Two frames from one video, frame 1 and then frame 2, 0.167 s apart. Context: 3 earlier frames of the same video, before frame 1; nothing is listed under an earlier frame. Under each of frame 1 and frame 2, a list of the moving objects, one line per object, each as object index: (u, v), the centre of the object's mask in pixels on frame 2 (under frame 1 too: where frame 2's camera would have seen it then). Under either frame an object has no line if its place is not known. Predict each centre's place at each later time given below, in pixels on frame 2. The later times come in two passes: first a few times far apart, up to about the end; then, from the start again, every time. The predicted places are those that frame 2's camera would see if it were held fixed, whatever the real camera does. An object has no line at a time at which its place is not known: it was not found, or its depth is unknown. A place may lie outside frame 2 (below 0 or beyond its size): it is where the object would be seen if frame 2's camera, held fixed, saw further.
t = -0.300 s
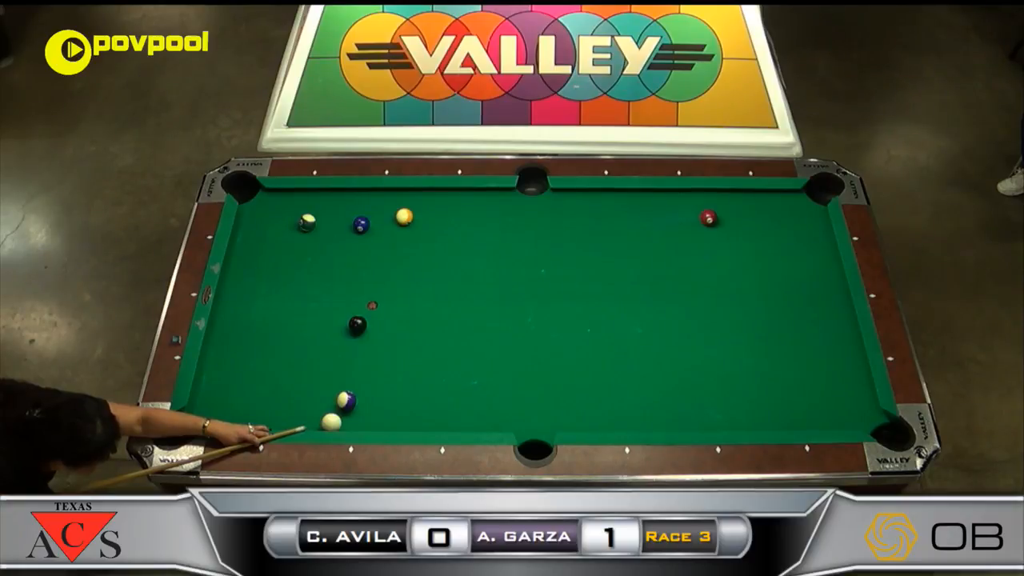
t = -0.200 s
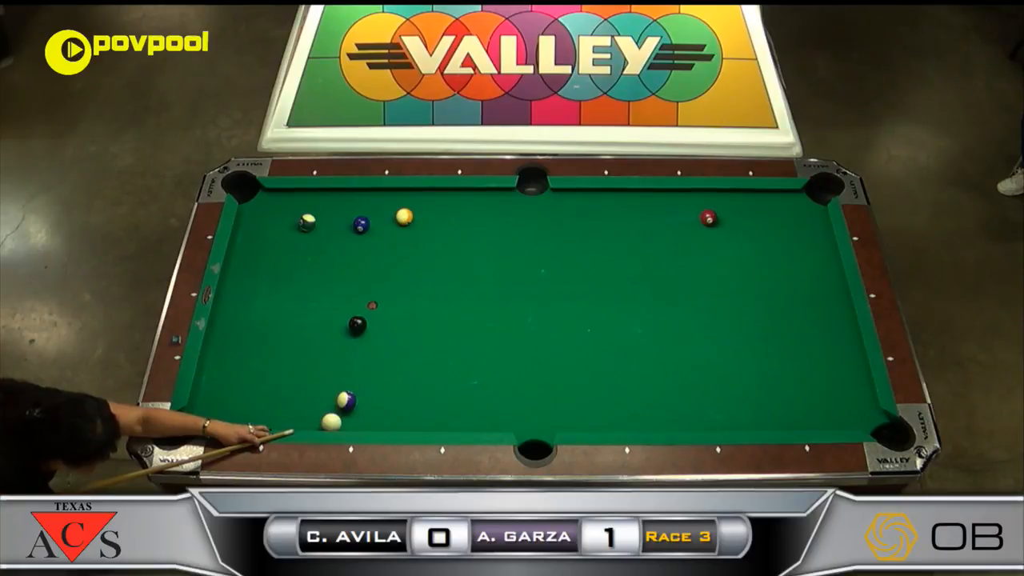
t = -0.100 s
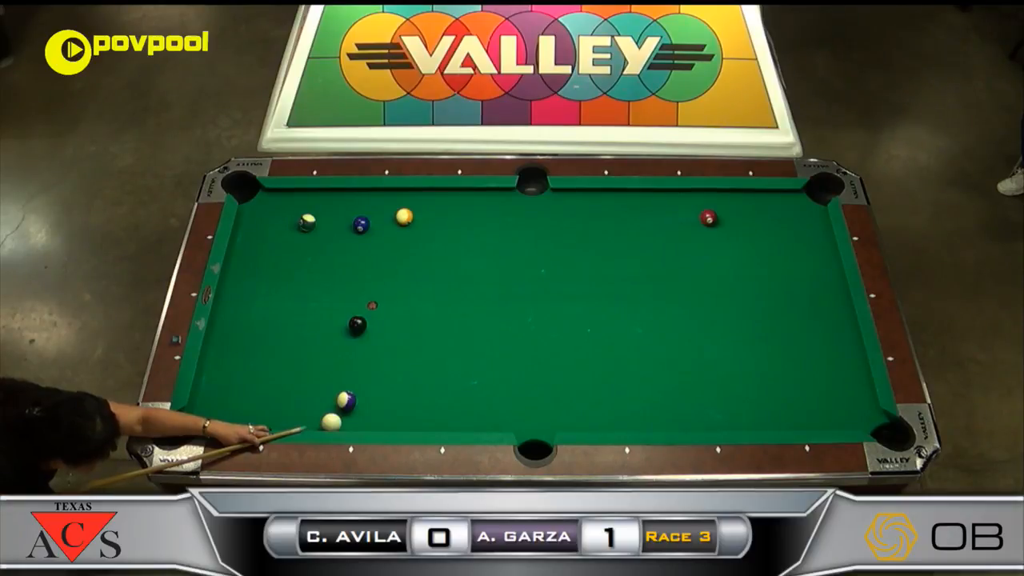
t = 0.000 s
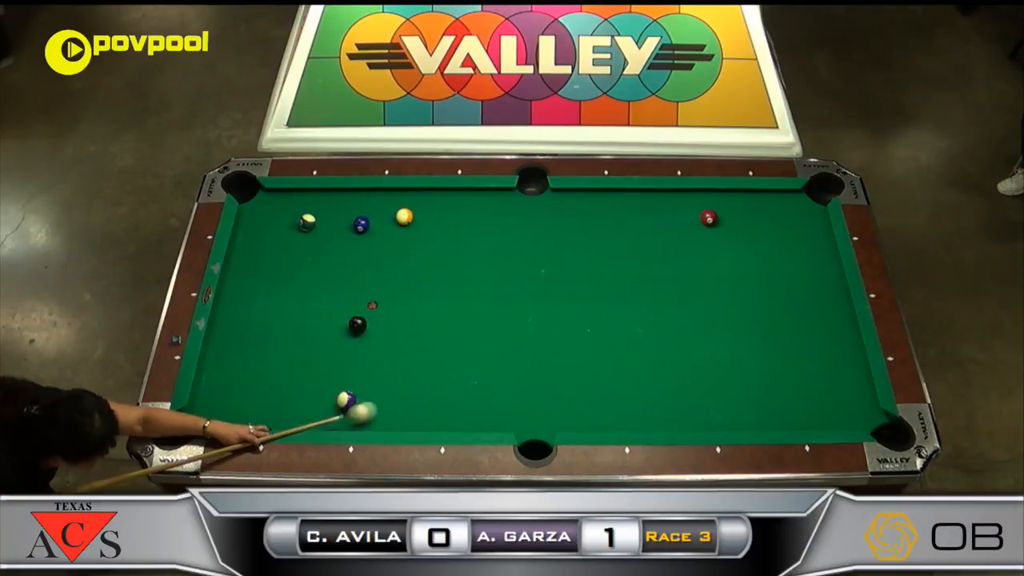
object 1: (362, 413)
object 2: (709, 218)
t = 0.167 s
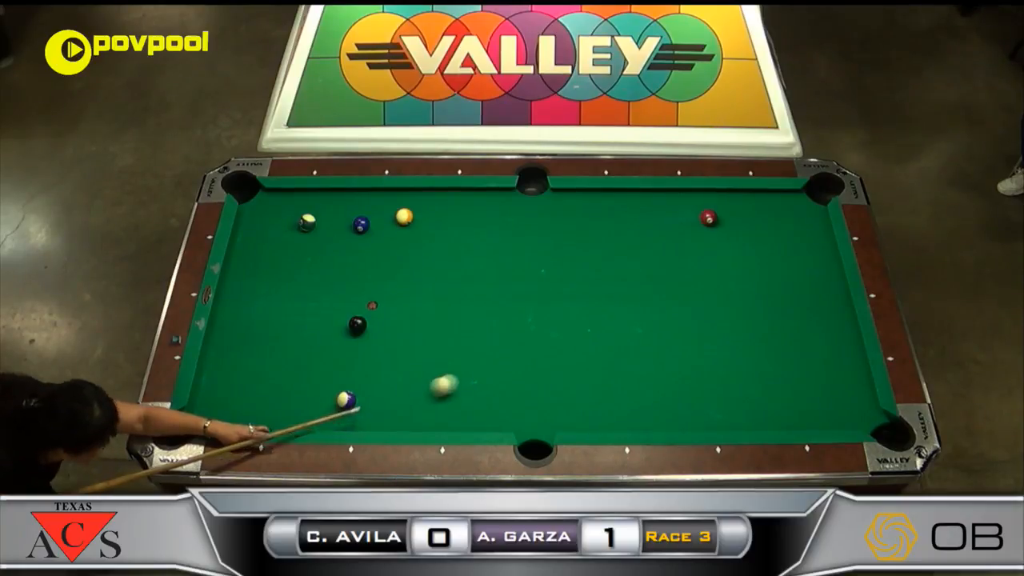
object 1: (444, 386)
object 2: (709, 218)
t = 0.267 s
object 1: (491, 370)
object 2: (709, 218)
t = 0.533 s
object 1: (610, 329)
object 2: (709, 218)
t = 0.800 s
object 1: (719, 292)
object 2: (709, 218)
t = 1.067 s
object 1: (817, 258)
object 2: (709, 218)
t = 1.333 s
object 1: (783, 238)
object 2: (708, 218)
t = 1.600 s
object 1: (732, 222)
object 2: (708, 218)
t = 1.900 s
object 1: (715, 214)
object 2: (674, 210)
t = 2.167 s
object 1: (704, 209)
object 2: (644, 203)
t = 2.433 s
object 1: (695, 204)
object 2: (616, 198)
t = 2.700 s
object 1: (688, 200)
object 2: (592, 196)
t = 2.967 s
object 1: (682, 197)
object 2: (572, 198)
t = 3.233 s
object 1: (677, 195)
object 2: (553, 201)
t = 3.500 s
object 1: (676, 195)
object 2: (537, 203)
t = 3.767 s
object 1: (676, 195)
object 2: (521, 204)
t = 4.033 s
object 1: (676, 195)
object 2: (508, 205)
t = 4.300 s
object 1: (677, 195)
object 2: (496, 207)
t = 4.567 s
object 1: (677, 195)
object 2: (486, 208)
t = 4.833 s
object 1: (677, 195)
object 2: (478, 209)
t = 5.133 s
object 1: (676, 195)
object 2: (471, 210)
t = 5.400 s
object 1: (676, 195)
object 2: (467, 212)
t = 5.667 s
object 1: (676, 195)
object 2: (466, 212)
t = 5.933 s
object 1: (676, 195)
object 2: (466, 212)
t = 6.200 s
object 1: (676, 195)
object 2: (466, 212)
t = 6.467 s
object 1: (676, 195)
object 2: (466, 212)
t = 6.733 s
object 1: (676, 195)
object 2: (466, 212)
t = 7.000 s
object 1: (676, 195)
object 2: (466, 212)
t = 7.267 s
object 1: (677, 195)
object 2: (466, 212)
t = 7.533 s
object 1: (677, 195)
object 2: (466, 212)
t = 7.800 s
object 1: (676, 195)
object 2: (466, 212)
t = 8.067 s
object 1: (676, 195)
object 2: (466, 212)
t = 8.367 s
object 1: (676, 195)
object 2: (466, 212)
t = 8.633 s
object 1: (676, 195)
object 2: (466, 212)
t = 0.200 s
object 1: (460, 381)
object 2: (709, 218)
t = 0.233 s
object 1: (475, 376)
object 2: (709, 218)
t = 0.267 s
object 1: (491, 370)
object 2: (709, 218)
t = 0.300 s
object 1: (507, 365)
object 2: (709, 218)
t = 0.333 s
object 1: (522, 360)
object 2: (709, 218)
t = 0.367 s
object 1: (537, 355)
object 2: (709, 218)
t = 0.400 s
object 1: (552, 349)
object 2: (709, 218)
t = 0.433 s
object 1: (567, 344)
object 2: (709, 218)
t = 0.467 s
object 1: (581, 339)
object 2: (709, 218)
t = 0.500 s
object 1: (596, 334)
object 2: (709, 218)
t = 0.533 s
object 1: (610, 329)
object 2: (709, 218)
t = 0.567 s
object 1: (625, 325)
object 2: (709, 218)
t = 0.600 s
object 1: (638, 320)
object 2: (709, 218)
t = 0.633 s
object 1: (652, 315)
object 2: (709, 218)
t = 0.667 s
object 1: (666, 310)
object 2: (709, 218)
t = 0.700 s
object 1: (679, 306)
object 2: (709, 218)
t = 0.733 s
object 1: (693, 301)
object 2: (709, 218)
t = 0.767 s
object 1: (706, 296)
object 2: (709, 218)
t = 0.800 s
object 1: (719, 292)
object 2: (709, 218)
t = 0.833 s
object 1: (732, 287)
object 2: (709, 218)
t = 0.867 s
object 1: (745, 283)
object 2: (708, 218)
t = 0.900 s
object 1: (757, 279)
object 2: (709, 218)
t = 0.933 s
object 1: (769, 274)
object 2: (709, 218)
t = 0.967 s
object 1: (781, 270)
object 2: (709, 218)
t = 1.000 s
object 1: (793, 266)
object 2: (709, 218)
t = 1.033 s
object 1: (805, 262)
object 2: (709, 218)
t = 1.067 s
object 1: (817, 258)
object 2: (709, 218)
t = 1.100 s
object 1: (828, 254)
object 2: (708, 218)
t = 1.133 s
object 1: (826, 251)
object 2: (708, 218)
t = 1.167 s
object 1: (818, 249)
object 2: (708, 218)
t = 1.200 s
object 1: (810, 247)
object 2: (709, 218)
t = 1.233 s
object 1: (804, 244)
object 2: (709, 218)
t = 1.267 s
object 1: (797, 242)
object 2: (708, 218)
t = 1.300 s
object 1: (790, 240)
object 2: (708, 218)
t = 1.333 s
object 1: (783, 238)
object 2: (708, 218)
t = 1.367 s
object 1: (777, 236)
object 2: (708, 218)
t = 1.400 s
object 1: (770, 234)
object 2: (709, 218)
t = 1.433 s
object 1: (764, 232)
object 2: (708, 218)
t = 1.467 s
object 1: (757, 230)
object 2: (708, 218)
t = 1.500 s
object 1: (751, 228)
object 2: (709, 218)
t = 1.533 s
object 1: (744, 226)
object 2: (708, 218)
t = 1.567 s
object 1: (738, 224)
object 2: (708, 218)
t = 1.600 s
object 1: (732, 222)
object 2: (708, 218)
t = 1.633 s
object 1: (726, 221)
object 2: (707, 218)
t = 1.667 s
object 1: (725, 220)
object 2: (703, 217)
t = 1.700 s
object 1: (723, 219)
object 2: (697, 215)
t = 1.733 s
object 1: (722, 218)
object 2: (693, 215)
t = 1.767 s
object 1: (720, 217)
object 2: (689, 213)
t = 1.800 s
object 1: (719, 216)
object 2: (685, 213)
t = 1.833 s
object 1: (718, 215)
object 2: (681, 212)
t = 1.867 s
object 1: (716, 215)
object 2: (678, 211)
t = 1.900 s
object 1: (715, 214)
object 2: (674, 210)
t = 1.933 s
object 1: (713, 213)
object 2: (670, 210)
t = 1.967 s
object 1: (712, 213)
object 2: (666, 209)
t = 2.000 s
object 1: (711, 212)
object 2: (663, 208)
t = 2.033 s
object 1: (709, 211)
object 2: (659, 207)
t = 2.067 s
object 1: (708, 211)
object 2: (655, 206)
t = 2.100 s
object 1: (707, 210)
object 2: (651, 205)
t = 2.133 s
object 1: (706, 209)
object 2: (647, 205)
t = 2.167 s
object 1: (704, 209)
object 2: (644, 203)
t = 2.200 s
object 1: (703, 208)
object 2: (641, 203)
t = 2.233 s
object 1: (702, 207)
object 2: (637, 202)
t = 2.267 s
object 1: (701, 207)
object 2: (633, 201)
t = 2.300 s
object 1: (700, 206)
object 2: (629, 201)
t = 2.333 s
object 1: (699, 206)
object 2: (626, 200)
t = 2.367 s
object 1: (697, 205)
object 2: (623, 199)
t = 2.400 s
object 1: (696, 204)
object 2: (619, 198)
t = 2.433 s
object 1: (695, 204)
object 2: (616, 198)
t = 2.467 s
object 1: (694, 203)
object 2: (613, 197)
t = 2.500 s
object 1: (693, 203)
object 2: (609, 196)
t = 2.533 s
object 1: (692, 202)
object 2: (606, 196)
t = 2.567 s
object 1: (691, 202)
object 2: (603, 196)
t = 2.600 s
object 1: (690, 201)
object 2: (600, 196)
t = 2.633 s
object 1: (689, 201)
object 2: (597, 196)
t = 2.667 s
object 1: (688, 200)
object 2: (595, 196)
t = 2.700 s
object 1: (688, 200)
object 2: (592, 196)
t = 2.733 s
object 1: (687, 200)
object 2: (590, 197)
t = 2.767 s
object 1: (686, 199)
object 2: (587, 197)
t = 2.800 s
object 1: (685, 199)
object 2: (584, 197)
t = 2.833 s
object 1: (684, 198)
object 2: (582, 197)
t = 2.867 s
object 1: (684, 198)
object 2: (580, 197)
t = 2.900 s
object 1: (683, 197)
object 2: (577, 198)
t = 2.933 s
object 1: (682, 197)
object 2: (575, 198)
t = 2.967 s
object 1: (682, 197)
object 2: (572, 198)
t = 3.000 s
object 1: (681, 196)
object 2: (570, 199)
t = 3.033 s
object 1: (681, 196)
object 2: (567, 199)
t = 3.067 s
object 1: (680, 196)
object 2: (565, 199)
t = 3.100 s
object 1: (679, 195)
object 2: (563, 200)
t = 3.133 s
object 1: (679, 195)
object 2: (560, 200)
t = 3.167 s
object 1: (678, 195)
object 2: (558, 200)
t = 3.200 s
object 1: (678, 195)
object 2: (556, 200)
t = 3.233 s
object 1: (677, 195)
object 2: (553, 201)
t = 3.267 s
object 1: (677, 195)
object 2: (551, 201)
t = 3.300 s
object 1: (677, 195)
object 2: (549, 201)
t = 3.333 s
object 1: (677, 195)
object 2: (547, 201)
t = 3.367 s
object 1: (676, 195)
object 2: (545, 202)
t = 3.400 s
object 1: (676, 195)
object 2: (543, 202)
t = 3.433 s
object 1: (676, 195)
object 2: (541, 202)
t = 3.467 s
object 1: (676, 195)
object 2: (539, 202)
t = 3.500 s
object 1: (676, 195)
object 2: (537, 203)
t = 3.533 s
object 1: (676, 195)
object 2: (535, 203)
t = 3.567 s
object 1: (676, 195)
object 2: (533, 203)
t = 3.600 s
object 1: (676, 195)
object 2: (531, 203)
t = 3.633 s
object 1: (676, 195)
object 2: (529, 203)
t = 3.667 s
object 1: (676, 195)
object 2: (527, 203)
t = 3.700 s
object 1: (676, 195)
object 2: (525, 203)
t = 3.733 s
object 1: (676, 195)
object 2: (523, 204)
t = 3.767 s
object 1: (676, 195)
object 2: (521, 204)
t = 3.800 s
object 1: (676, 195)
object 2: (520, 204)
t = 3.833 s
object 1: (676, 195)
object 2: (518, 205)
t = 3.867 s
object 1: (676, 195)
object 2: (516, 205)
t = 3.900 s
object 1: (676, 195)
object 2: (514, 205)
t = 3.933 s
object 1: (676, 195)
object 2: (513, 205)
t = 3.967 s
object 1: (676, 195)
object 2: (511, 205)
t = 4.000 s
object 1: (676, 195)
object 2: (509, 205)
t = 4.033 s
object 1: (676, 195)
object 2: (508, 205)
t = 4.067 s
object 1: (676, 195)
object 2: (507, 206)
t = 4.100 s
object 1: (676, 195)
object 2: (505, 206)
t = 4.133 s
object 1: (676, 195)
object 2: (503, 206)
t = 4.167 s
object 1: (676, 195)
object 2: (502, 206)
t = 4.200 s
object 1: (676, 195)
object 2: (500, 206)
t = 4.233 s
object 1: (676, 195)
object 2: (499, 207)
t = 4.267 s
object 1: (676, 195)
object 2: (498, 207)
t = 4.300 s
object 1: (677, 195)
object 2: (496, 207)
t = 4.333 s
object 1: (677, 195)
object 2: (495, 207)
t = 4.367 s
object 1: (677, 195)
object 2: (494, 207)
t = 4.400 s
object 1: (677, 195)
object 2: (492, 207)
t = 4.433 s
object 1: (677, 195)
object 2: (491, 208)
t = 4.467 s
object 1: (677, 195)
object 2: (490, 208)
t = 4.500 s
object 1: (677, 195)
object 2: (488, 208)
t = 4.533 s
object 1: (677, 195)
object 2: (487, 208)
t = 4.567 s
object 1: (677, 195)
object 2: (486, 208)
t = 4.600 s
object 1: (677, 195)
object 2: (485, 208)
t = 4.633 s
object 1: (677, 195)
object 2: (484, 208)
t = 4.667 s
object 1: (677, 195)
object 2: (483, 209)
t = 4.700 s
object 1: (677, 195)
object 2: (482, 209)
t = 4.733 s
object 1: (677, 195)
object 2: (481, 209)
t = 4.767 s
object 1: (677, 195)
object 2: (480, 209)
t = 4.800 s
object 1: (677, 195)
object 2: (479, 209)
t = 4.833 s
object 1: (677, 195)
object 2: (478, 209)
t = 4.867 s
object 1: (677, 195)
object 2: (477, 210)
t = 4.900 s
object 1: (677, 195)
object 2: (476, 209)
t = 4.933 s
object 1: (677, 195)
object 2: (475, 210)
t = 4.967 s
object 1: (677, 195)
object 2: (475, 210)
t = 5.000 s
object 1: (677, 195)
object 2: (474, 210)
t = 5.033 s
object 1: (677, 195)
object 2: (474, 210)
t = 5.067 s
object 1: (676, 195)
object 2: (473, 210)
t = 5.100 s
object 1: (676, 195)
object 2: (472, 210)
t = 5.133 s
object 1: (676, 195)
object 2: (471, 210)
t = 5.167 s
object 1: (676, 195)
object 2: (471, 211)
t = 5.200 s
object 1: (676, 195)
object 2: (470, 211)
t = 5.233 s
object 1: (676, 195)
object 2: (470, 211)
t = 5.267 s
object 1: (676, 195)
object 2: (469, 211)
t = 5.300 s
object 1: (676, 195)
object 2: (469, 211)
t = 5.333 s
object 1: (676, 195)
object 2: (468, 211)
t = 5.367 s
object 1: (676, 195)
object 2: (468, 212)
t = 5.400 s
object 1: (676, 195)
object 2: (467, 212)
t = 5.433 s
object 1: (676, 195)
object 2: (467, 212)
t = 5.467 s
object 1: (676, 195)
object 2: (467, 212)
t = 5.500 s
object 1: (676, 195)
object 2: (466, 212)
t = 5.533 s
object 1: (676, 195)
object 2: (466, 212)
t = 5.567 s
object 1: (676, 195)
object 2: (466, 212)
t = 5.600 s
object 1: (676, 195)
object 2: (466, 212)
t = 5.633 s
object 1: (676, 195)
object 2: (466, 212)
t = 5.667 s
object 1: (676, 195)
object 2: (466, 212)
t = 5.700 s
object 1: (676, 195)
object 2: (466, 212)
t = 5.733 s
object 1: (676, 195)
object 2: (466, 212)
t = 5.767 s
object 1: (676, 195)
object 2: (465, 212)
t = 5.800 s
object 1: (676, 195)
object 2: (465, 212)
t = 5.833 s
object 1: (677, 195)
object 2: (465, 212)
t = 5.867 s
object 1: (677, 195)
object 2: (466, 212)
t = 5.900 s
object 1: (676, 195)
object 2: (466, 212)
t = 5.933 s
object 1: (676, 195)
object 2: (466, 212)
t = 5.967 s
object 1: (677, 195)
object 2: (466, 212)
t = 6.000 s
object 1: (677, 195)
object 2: (466, 212)
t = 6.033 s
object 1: (676, 195)
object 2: (466, 212)
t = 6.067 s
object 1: (676, 195)
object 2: (466, 212)
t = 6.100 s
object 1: (676, 195)
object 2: (466, 212)
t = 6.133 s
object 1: (676, 195)
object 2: (466, 212)
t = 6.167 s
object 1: (676, 195)
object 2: (466, 212)
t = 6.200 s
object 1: (676, 195)
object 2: (466, 212)
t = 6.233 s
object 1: (676, 195)
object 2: (466, 212)
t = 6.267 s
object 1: (676, 195)
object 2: (466, 212)
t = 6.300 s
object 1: (676, 195)
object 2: (466, 212)
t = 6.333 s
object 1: (676, 195)
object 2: (466, 212)
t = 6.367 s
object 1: (677, 195)
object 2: (466, 212)
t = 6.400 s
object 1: (676, 195)
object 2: (466, 212)
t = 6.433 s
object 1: (676, 195)
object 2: (466, 212)
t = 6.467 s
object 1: (676, 195)
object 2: (466, 212)
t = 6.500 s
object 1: (676, 195)
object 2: (466, 212)
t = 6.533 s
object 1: (676, 195)
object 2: (466, 212)
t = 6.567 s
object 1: (676, 195)
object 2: (466, 212)
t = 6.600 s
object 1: (676, 195)
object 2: (466, 212)
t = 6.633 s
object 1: (676, 195)
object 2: (466, 212)
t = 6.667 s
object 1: (676, 195)
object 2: (466, 212)
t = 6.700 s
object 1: (676, 195)
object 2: (466, 212)
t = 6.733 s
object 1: (676, 195)
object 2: (466, 212)
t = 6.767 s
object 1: (676, 195)
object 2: (466, 212)
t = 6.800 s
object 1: (676, 195)
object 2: (466, 212)
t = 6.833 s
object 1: (676, 195)
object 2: (466, 212)
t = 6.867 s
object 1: (676, 195)
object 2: (466, 212)
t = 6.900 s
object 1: (676, 195)
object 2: (466, 212)
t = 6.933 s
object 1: (676, 195)
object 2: (466, 212)
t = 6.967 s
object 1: (676, 195)
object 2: (466, 212)
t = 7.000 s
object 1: (676, 195)
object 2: (466, 212)
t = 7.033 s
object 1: (676, 195)
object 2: (466, 212)
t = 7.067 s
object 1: (676, 195)
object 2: (466, 212)
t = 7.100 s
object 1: (676, 195)
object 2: (466, 212)
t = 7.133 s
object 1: (677, 195)
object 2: (466, 212)
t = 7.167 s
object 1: (677, 195)
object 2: (466, 212)
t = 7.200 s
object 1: (676, 195)
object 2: (466, 212)
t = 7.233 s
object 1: (676, 195)
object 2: (466, 212)
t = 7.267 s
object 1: (677, 195)
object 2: (466, 212)
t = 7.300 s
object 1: (677, 195)
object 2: (466, 212)
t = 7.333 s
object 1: (677, 195)
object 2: (466, 212)
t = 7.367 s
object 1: (677, 195)
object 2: (466, 212)
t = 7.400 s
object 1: (677, 195)
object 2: (466, 212)
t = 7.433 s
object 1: (677, 195)
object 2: (466, 212)
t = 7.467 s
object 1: (676, 195)
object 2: (466, 212)
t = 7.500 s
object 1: (677, 195)
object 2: (466, 212)
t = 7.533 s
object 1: (677, 195)
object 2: (466, 212)
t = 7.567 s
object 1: (677, 195)
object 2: (466, 212)
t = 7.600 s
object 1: (677, 195)
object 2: (466, 212)
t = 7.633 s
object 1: (677, 195)
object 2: (466, 212)
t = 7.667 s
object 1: (676, 195)
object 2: (466, 212)
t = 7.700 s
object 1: (677, 195)
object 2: (466, 212)
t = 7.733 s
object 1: (677, 195)
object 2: (466, 212)
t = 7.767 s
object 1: (677, 195)
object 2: (466, 212)
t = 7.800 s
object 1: (676, 195)
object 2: (466, 212)
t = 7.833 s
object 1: (676, 195)
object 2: (466, 212)
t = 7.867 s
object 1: (677, 195)
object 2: (466, 212)
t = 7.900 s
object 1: (677, 195)
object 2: (466, 212)
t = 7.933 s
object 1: (677, 195)
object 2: (466, 212)
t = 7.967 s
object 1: (677, 195)
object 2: (466, 212)
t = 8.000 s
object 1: (676, 195)
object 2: (466, 212)
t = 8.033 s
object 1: (677, 195)
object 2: (466, 212)
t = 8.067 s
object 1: (676, 195)
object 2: (466, 212)
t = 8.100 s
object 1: (677, 195)
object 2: (466, 212)
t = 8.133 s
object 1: (676, 195)
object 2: (466, 212)
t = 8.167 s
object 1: (676, 195)
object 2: (466, 212)
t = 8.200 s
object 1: (676, 195)
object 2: (466, 212)
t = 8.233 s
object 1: (677, 195)
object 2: (466, 212)
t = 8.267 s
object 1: (676, 195)
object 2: (466, 212)
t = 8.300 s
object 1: (676, 195)
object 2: (466, 212)
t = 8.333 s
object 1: (676, 195)
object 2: (466, 212)
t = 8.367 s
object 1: (676, 195)
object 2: (466, 212)
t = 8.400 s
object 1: (676, 195)
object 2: (466, 212)
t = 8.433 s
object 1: (676, 195)
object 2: (466, 212)
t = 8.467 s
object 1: (676, 195)
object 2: (466, 212)
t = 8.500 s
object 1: (676, 195)
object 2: (466, 212)
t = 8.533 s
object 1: (676, 195)
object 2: (466, 212)
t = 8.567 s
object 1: (676, 195)
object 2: (466, 212)
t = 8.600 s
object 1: (676, 195)
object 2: (466, 212)
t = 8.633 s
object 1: (676, 195)
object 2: (466, 212)
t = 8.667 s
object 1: (676, 195)
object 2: (466, 212)
